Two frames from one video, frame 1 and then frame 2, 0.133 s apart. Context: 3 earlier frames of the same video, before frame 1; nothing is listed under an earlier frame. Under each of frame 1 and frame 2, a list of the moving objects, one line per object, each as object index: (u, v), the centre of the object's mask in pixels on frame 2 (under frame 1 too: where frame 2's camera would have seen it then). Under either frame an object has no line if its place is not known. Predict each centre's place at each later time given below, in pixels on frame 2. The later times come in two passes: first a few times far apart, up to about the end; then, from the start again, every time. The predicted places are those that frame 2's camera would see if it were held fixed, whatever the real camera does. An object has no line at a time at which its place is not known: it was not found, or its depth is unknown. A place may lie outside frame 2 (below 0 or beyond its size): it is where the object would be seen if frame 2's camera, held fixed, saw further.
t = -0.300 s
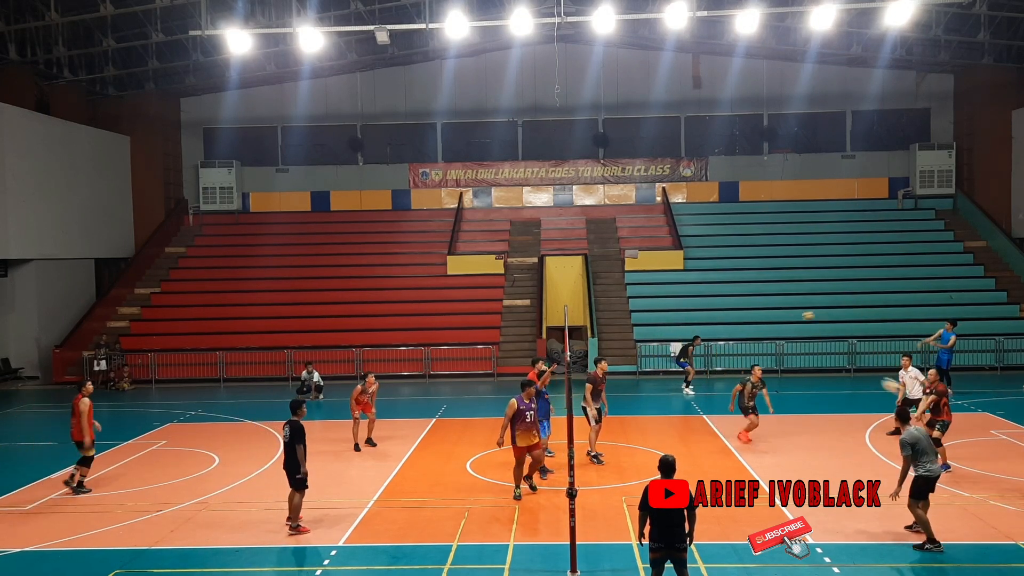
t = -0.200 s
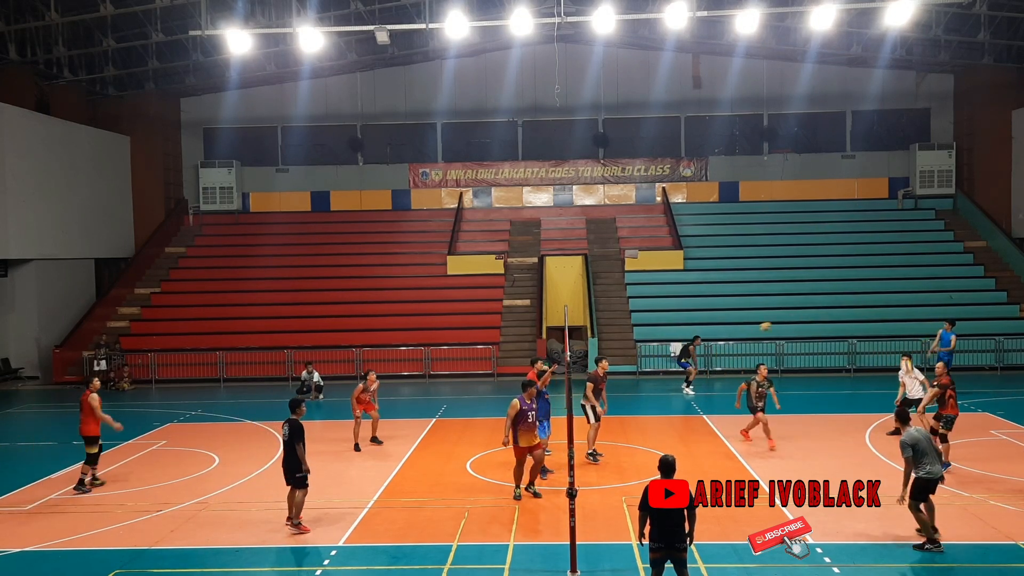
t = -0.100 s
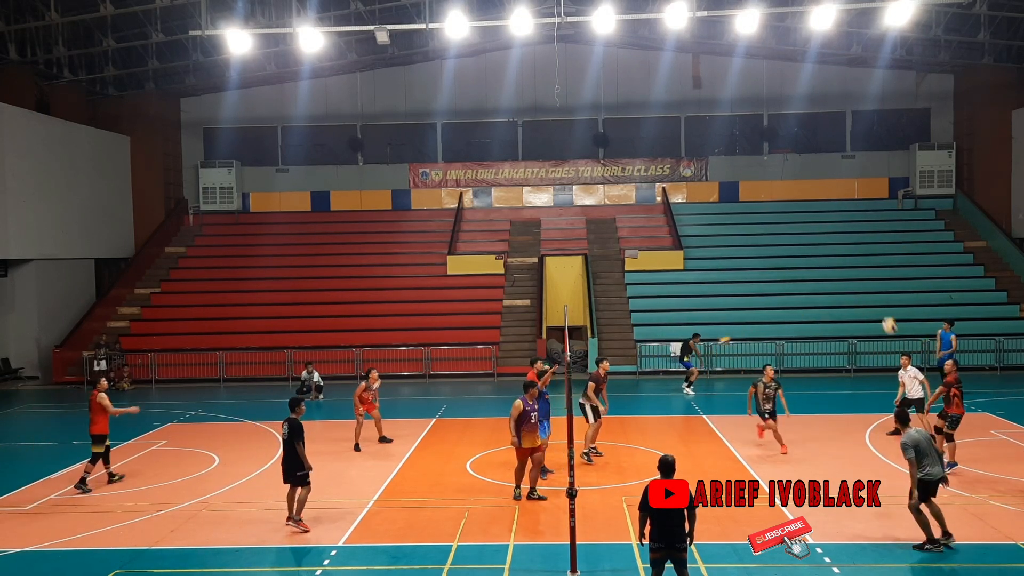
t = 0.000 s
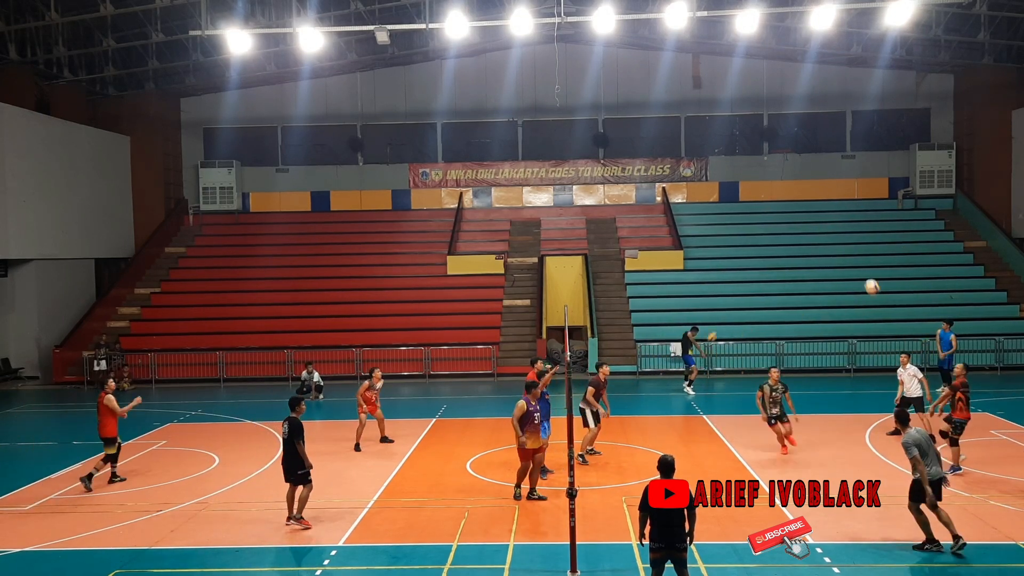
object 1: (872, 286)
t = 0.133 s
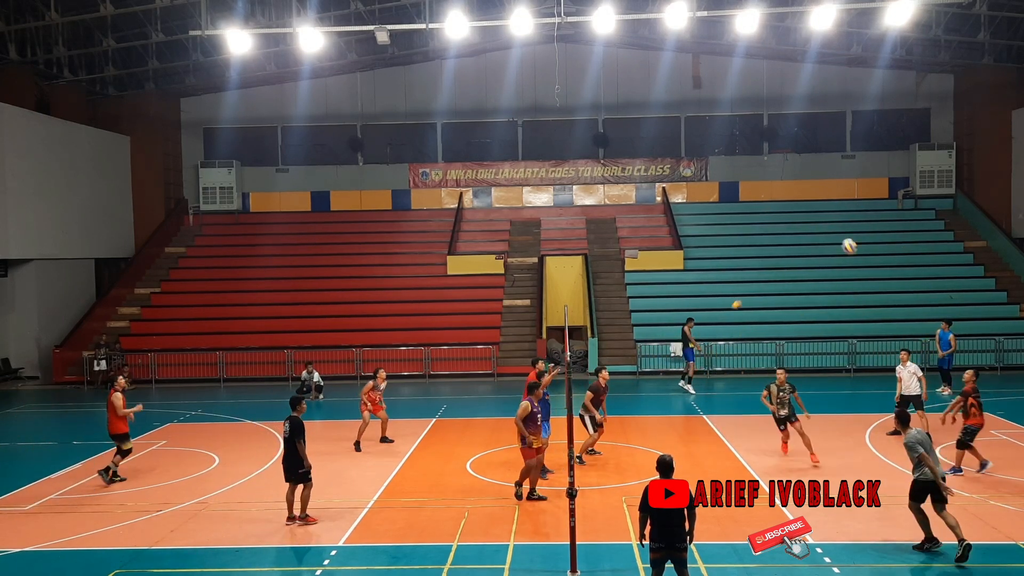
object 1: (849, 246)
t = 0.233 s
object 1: (832, 222)
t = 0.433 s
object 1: (799, 192)
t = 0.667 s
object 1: (762, 187)
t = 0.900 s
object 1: (724, 215)
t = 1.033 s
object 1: (703, 245)
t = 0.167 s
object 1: (843, 237)
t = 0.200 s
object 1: (838, 229)
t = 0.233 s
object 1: (832, 222)
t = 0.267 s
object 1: (827, 215)
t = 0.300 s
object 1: (821, 209)
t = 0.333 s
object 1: (816, 204)
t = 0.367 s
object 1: (810, 199)
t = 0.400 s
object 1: (805, 195)
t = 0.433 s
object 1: (799, 192)
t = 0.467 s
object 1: (794, 189)
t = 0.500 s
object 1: (788, 187)
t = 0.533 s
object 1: (783, 185)
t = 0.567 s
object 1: (777, 185)
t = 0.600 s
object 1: (772, 185)
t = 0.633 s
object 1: (767, 185)
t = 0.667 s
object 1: (762, 187)
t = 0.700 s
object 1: (756, 189)
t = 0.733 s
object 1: (750, 192)
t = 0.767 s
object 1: (745, 195)
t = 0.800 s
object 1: (740, 199)
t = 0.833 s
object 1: (735, 204)
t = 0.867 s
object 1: (729, 208)
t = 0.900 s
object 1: (724, 215)
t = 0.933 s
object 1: (719, 221)
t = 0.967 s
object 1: (714, 228)
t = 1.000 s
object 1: (709, 236)
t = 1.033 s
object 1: (703, 245)
